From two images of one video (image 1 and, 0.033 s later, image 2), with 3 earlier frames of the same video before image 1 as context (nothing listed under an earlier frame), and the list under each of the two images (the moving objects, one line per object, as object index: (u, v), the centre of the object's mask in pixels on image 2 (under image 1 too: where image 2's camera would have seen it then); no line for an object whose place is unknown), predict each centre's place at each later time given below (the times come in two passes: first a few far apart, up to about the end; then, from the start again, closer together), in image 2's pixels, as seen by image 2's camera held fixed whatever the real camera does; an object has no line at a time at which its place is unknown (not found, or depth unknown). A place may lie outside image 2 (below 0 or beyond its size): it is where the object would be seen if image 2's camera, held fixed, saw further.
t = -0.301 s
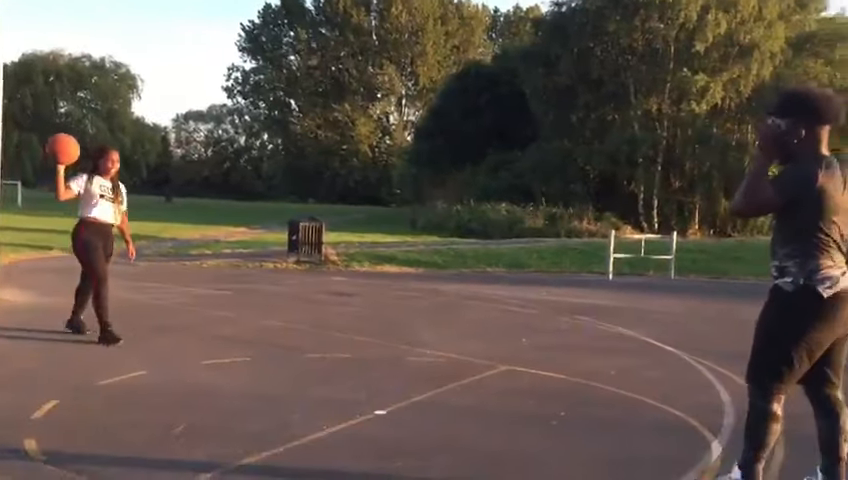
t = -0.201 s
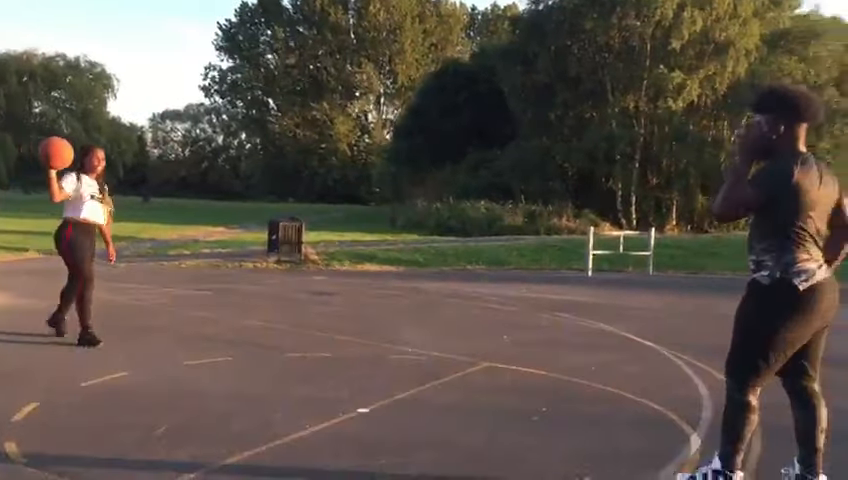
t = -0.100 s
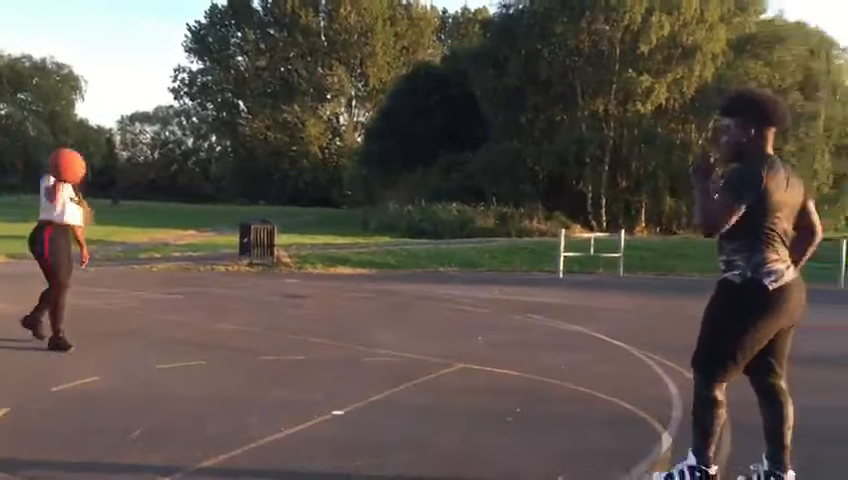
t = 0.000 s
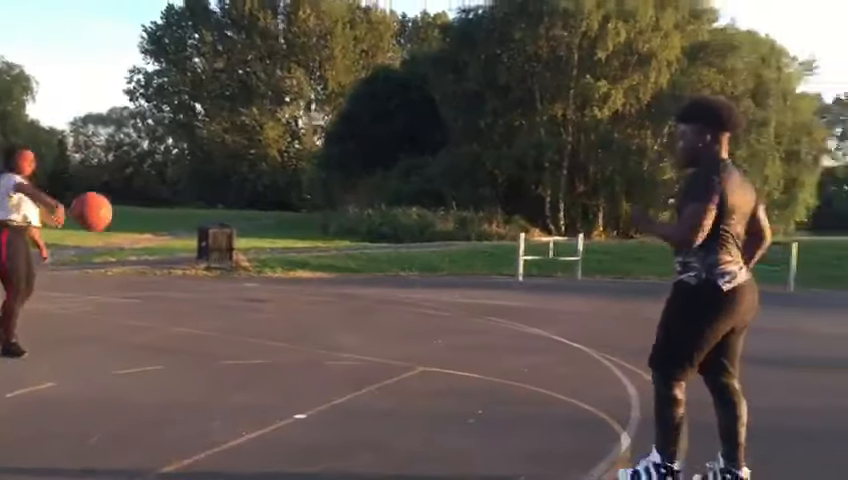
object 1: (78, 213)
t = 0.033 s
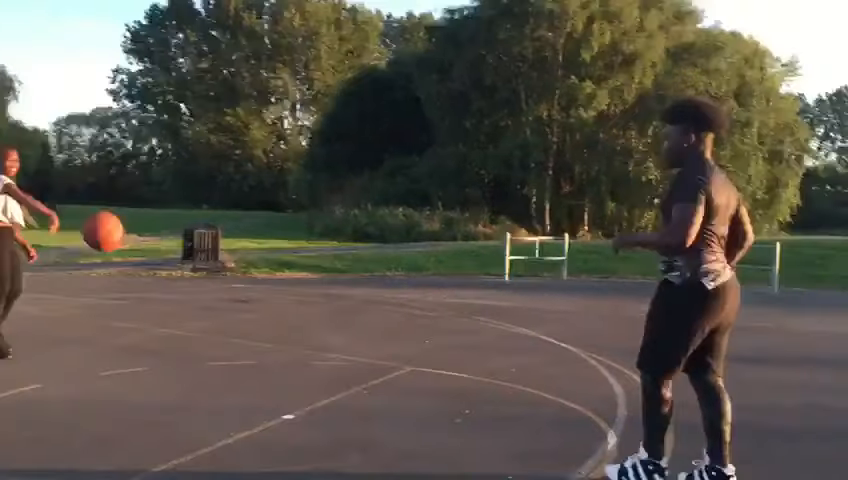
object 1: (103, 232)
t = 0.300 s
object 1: (313, 352)
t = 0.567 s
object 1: (471, 223)
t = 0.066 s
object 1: (129, 254)
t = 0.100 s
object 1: (157, 279)
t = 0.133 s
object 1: (187, 307)
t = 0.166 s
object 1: (216, 338)
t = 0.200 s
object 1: (248, 371)
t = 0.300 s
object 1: (313, 352)
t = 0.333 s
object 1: (332, 330)
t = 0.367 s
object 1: (353, 310)
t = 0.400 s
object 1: (370, 290)
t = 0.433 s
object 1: (389, 273)
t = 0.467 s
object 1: (411, 258)
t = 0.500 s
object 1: (431, 245)
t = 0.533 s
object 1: (449, 233)
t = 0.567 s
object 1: (471, 223)
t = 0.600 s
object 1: (489, 216)
